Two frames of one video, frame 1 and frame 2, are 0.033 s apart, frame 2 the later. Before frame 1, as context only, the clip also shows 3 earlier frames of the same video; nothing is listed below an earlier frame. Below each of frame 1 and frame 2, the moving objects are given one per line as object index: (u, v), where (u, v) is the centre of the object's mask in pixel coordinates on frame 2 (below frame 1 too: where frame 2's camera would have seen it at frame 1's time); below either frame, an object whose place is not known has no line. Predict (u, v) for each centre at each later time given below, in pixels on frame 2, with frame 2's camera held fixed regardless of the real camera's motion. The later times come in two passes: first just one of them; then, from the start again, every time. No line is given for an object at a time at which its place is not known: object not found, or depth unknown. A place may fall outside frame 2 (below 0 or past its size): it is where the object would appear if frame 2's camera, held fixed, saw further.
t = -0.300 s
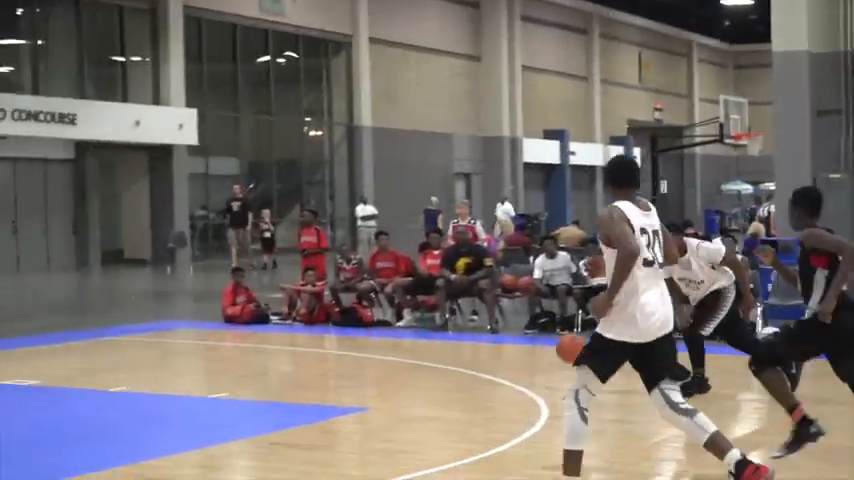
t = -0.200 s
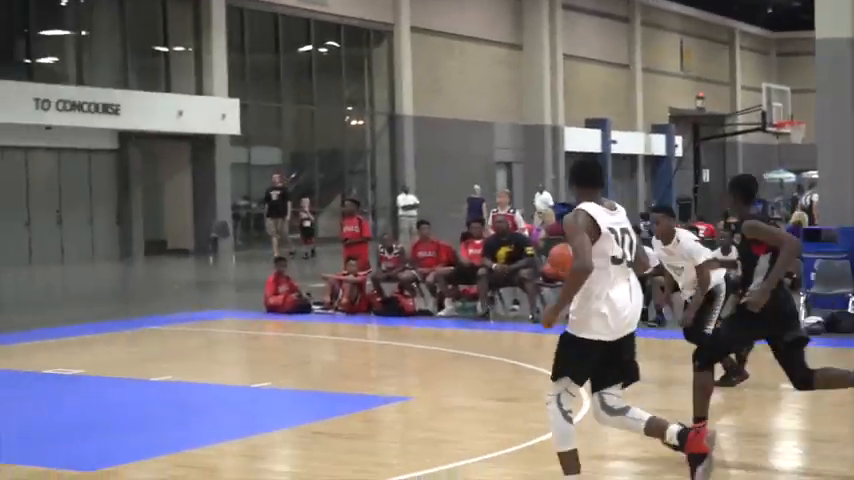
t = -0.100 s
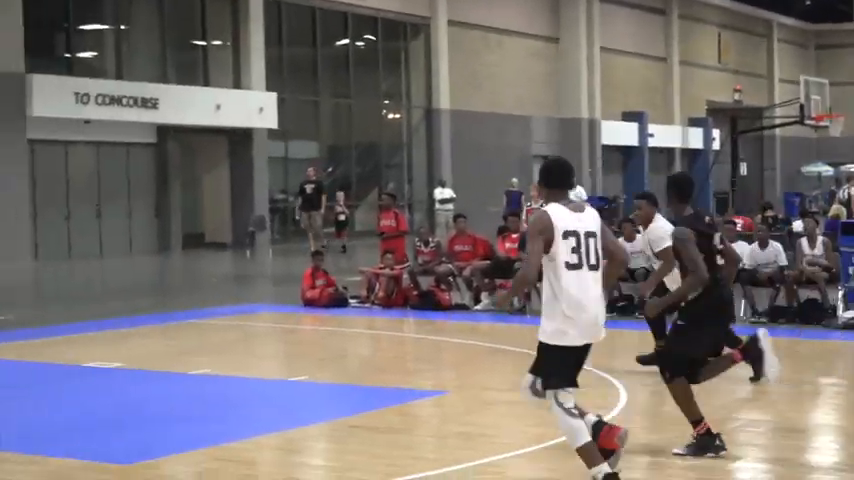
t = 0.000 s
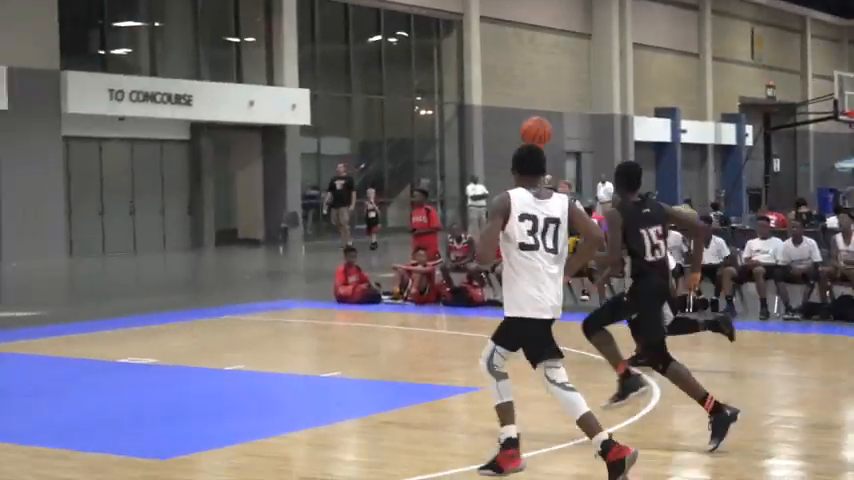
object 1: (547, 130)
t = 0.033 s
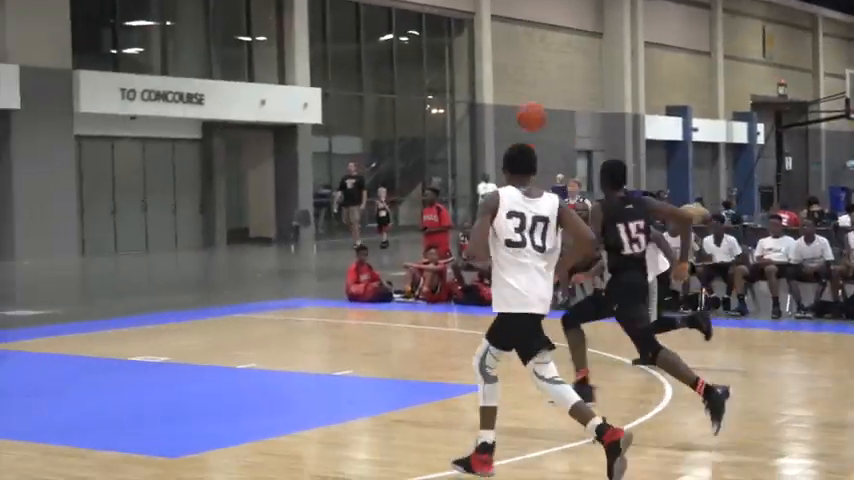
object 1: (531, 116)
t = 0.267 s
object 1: (428, 58)
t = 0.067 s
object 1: (516, 104)
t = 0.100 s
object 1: (502, 93)
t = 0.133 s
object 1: (487, 82)
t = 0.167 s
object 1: (472, 74)
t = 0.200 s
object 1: (457, 67)
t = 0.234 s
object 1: (444, 62)
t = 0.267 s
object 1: (428, 58)
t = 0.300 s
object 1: (416, 56)
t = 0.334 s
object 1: (401, 55)
